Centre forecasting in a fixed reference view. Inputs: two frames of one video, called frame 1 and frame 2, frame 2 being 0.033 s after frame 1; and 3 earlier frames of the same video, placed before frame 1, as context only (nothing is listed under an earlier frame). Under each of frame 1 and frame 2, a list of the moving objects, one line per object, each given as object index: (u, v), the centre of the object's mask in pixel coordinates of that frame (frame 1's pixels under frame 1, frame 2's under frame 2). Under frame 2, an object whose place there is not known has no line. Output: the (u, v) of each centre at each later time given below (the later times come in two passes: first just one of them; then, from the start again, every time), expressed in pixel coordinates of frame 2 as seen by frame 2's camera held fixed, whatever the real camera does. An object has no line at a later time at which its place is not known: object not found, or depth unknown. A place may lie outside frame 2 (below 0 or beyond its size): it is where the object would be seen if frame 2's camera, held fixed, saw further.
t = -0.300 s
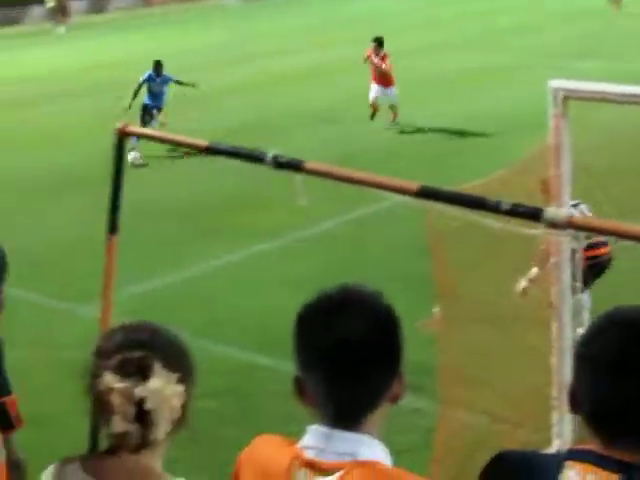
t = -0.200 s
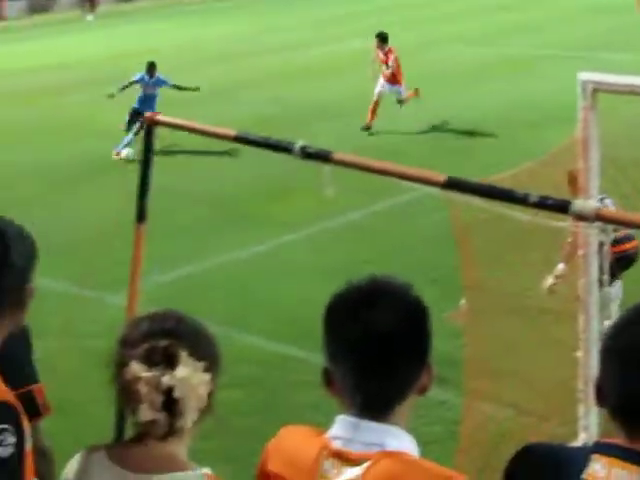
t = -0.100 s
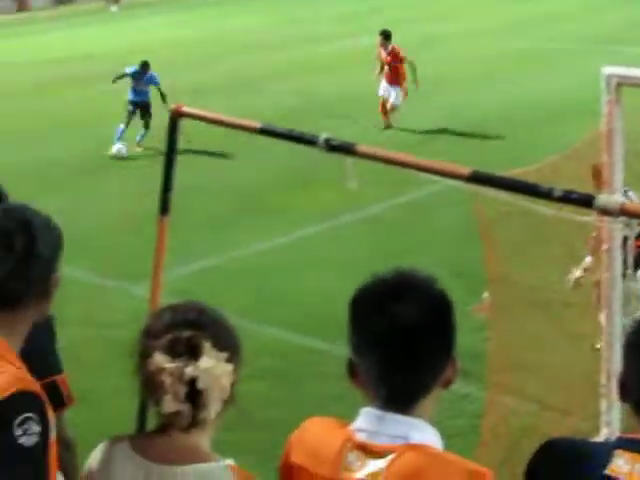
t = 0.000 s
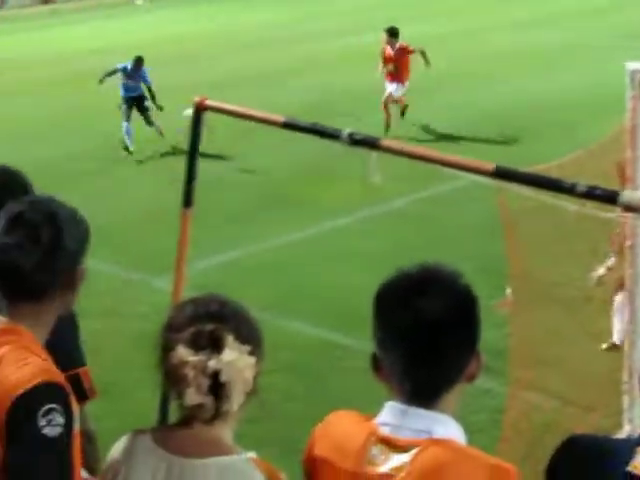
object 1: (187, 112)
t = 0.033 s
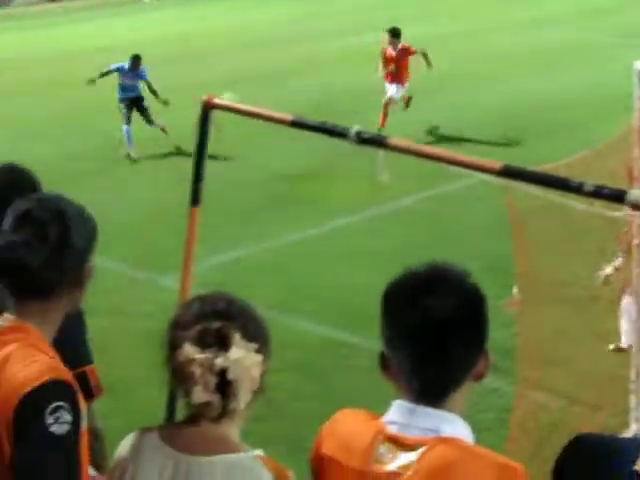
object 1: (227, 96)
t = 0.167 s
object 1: (329, 61)
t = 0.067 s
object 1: (247, 88)
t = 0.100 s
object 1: (271, 80)
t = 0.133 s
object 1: (300, 70)
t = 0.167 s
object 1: (329, 61)
